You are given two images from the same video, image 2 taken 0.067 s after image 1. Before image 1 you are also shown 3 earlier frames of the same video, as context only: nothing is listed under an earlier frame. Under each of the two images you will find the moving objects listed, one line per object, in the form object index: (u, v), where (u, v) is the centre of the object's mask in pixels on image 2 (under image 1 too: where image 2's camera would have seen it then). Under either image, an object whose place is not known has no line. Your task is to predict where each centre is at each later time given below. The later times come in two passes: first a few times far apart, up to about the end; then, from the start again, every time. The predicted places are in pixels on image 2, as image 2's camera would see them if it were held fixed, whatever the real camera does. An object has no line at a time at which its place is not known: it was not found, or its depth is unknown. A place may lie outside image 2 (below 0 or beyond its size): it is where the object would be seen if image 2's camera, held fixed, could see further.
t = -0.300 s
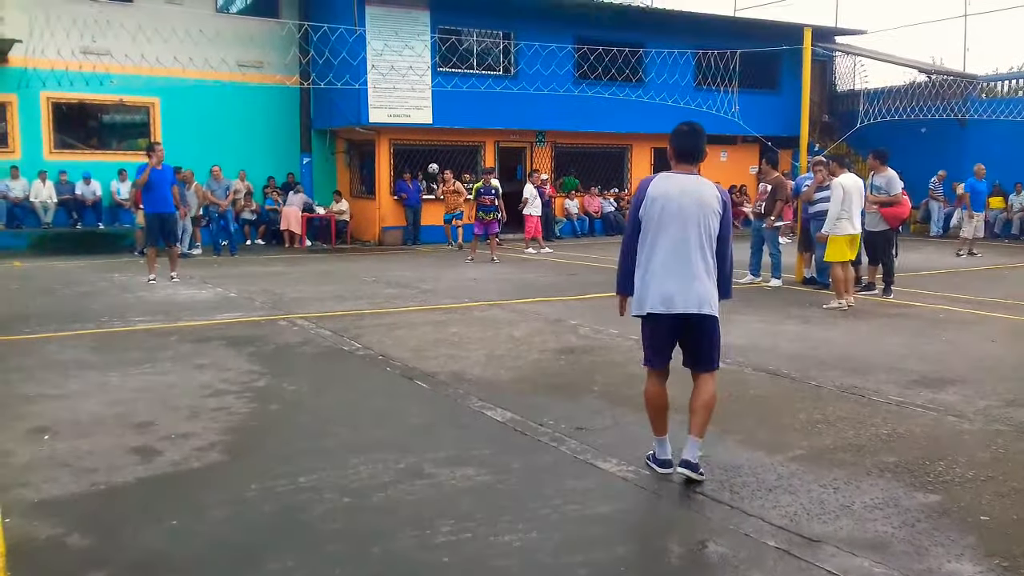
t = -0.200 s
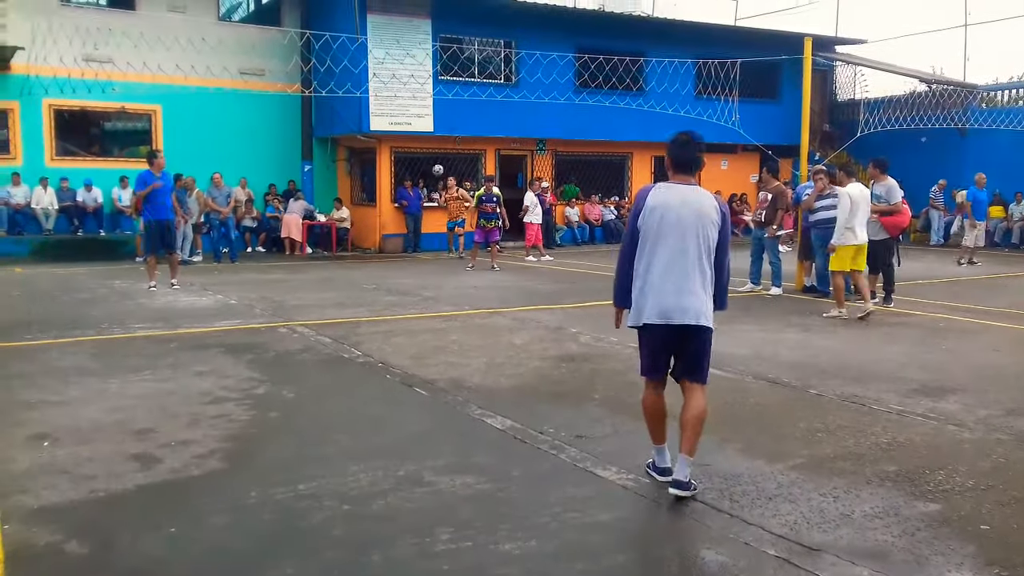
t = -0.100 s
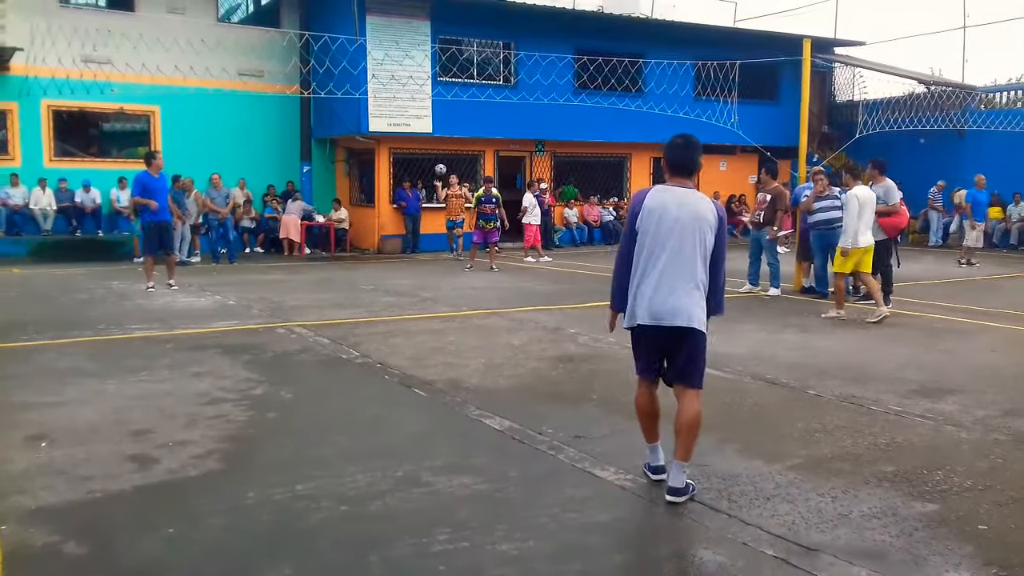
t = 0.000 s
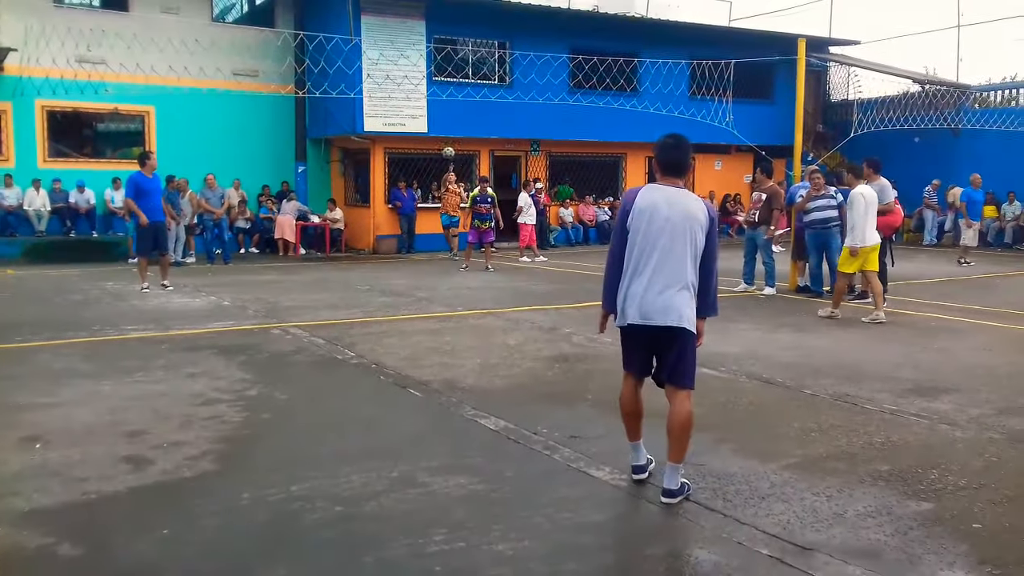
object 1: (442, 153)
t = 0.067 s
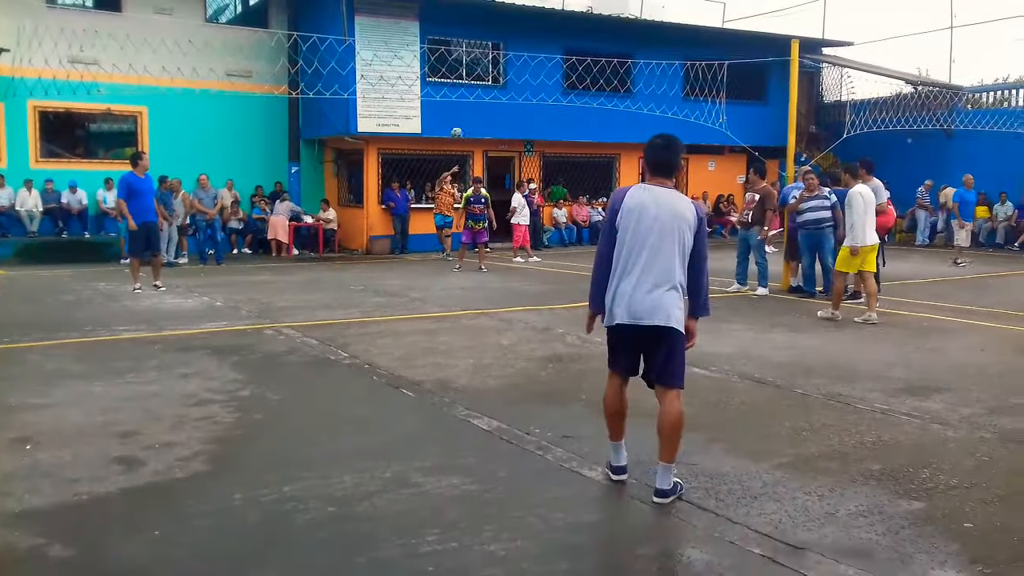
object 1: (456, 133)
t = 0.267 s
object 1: (503, 81)
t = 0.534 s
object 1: (576, 33)
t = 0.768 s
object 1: (655, 22)
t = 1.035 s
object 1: (776, 67)
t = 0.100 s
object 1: (464, 123)
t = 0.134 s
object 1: (471, 115)
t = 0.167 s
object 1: (479, 106)
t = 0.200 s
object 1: (487, 96)
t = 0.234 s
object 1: (495, 88)
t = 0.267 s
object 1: (503, 81)
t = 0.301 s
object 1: (511, 73)
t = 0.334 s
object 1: (520, 66)
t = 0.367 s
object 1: (529, 59)
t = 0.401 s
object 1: (538, 53)
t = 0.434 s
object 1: (547, 48)
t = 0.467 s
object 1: (557, 42)
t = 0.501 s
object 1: (566, 38)
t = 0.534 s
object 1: (576, 33)
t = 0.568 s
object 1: (587, 30)
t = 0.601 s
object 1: (598, 26)
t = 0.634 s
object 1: (609, 24)
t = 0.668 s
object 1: (620, 23)
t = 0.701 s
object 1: (630, 22)
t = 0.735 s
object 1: (643, 22)
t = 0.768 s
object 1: (655, 22)
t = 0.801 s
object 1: (668, 24)
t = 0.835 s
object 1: (681, 26)
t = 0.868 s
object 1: (695, 30)
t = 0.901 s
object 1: (710, 35)
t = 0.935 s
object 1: (725, 41)
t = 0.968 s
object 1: (741, 47)
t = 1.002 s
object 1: (759, 57)
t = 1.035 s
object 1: (776, 67)
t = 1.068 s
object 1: (796, 78)
